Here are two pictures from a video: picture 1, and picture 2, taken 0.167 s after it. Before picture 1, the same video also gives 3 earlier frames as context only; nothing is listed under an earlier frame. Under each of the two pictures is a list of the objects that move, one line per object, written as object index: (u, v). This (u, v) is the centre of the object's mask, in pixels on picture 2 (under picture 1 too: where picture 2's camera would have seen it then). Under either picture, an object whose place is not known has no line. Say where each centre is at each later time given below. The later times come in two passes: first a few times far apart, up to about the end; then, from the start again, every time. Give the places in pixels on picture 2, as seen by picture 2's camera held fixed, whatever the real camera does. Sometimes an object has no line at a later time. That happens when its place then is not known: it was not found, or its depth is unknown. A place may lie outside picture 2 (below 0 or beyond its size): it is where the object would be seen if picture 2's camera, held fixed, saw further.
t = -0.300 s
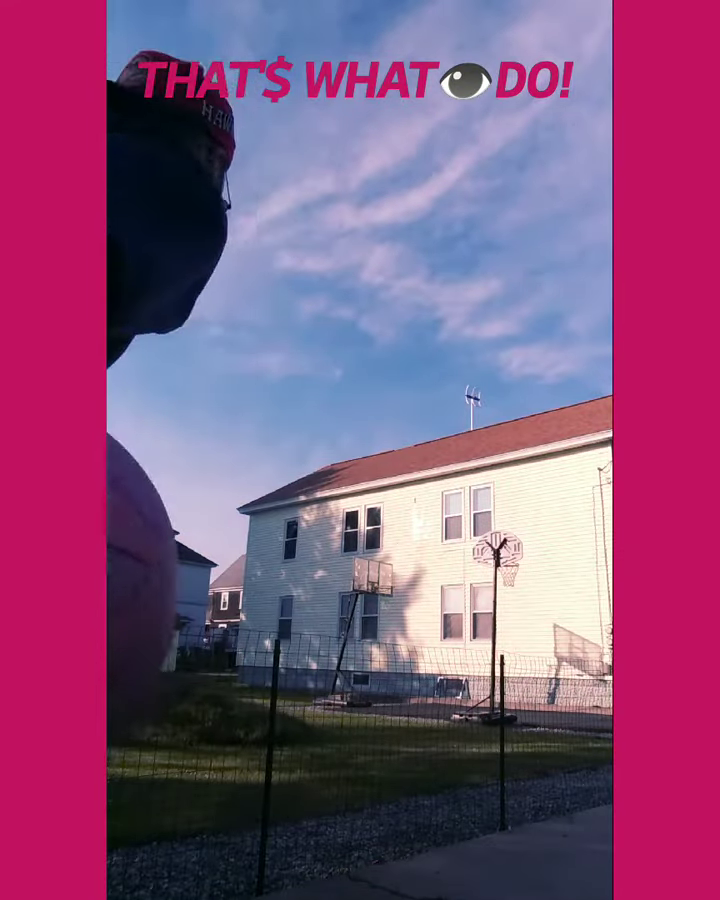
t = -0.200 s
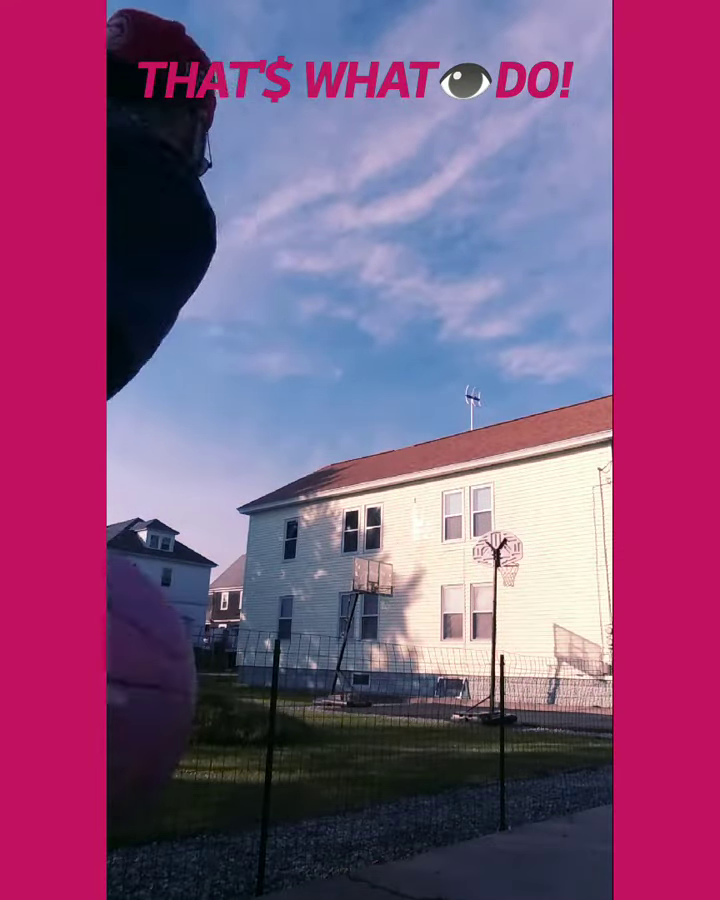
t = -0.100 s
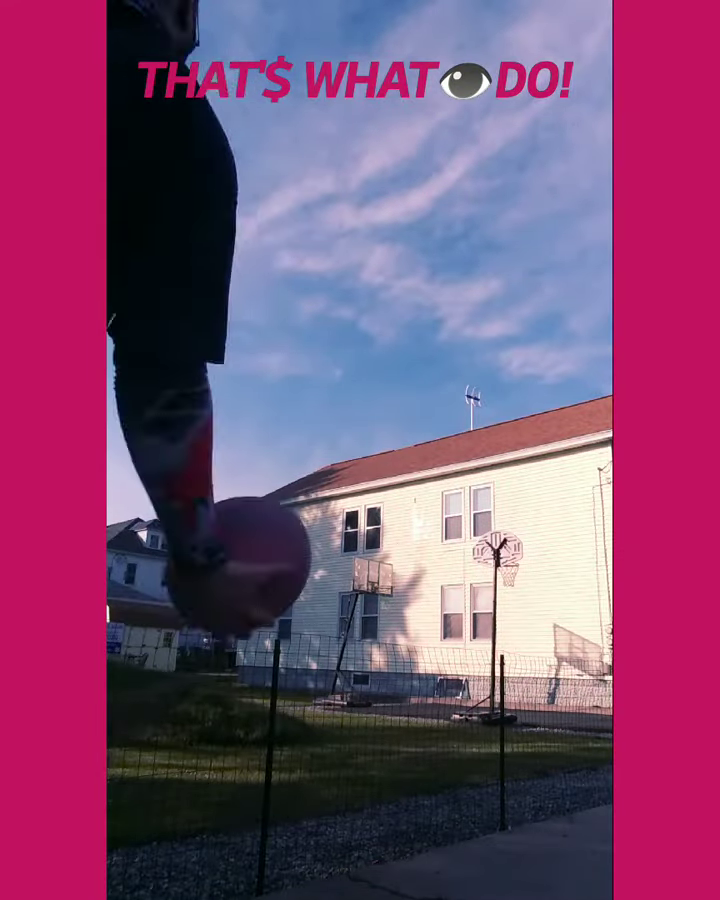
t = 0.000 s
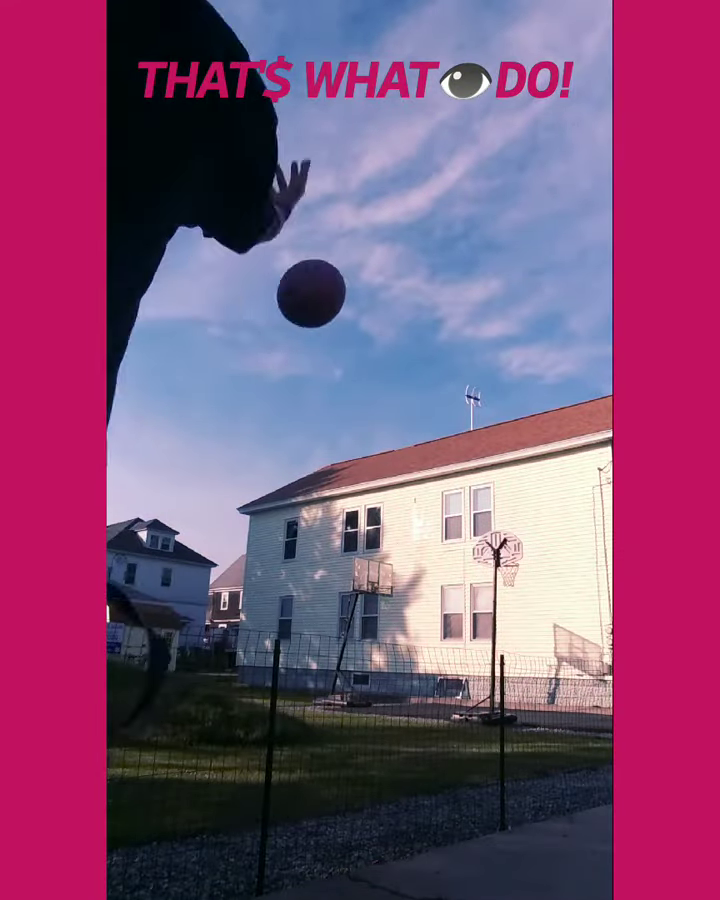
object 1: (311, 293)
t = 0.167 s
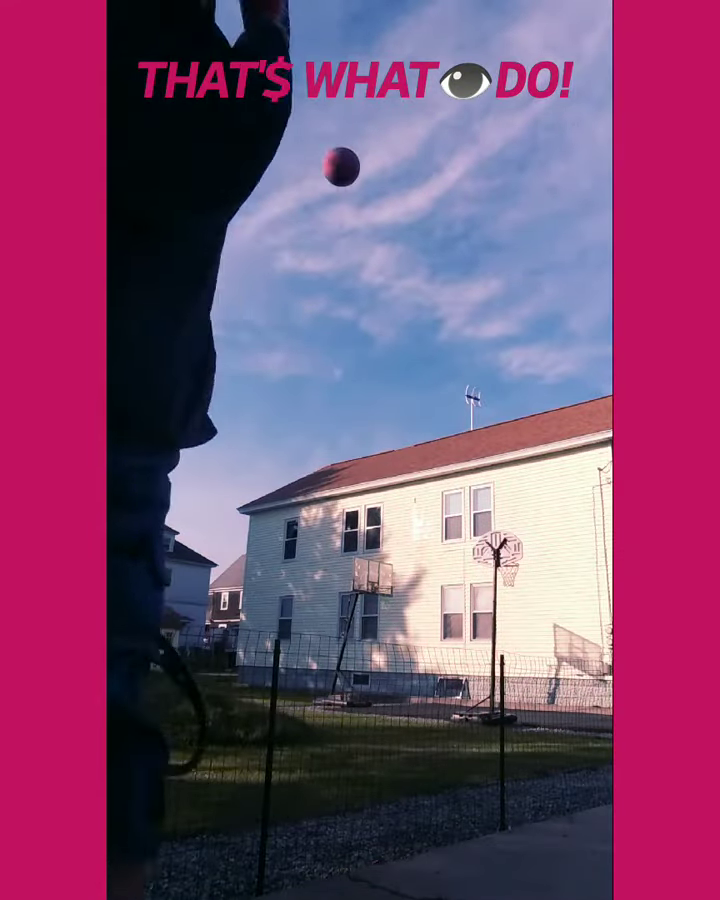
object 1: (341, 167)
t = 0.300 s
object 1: (350, 148)
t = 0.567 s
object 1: (361, 170)
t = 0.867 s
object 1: (366, 230)
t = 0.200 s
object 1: (344, 159)
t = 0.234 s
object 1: (347, 153)
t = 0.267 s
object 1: (349, 150)
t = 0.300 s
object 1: (350, 148)
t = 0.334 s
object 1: (353, 148)
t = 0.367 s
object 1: (354, 149)
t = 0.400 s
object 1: (356, 151)
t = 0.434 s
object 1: (357, 154)
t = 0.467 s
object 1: (358, 157)
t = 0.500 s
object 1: (359, 161)
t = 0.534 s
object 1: (360, 165)
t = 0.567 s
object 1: (361, 170)
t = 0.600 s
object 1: (362, 176)
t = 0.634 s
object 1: (362, 182)
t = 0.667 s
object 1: (363, 188)
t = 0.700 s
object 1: (363, 194)
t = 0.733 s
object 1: (364, 200)
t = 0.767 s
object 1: (364, 207)
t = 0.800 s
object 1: (365, 215)
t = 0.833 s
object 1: (366, 222)
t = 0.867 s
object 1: (366, 230)
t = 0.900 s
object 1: (366, 237)
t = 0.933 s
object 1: (366, 246)
